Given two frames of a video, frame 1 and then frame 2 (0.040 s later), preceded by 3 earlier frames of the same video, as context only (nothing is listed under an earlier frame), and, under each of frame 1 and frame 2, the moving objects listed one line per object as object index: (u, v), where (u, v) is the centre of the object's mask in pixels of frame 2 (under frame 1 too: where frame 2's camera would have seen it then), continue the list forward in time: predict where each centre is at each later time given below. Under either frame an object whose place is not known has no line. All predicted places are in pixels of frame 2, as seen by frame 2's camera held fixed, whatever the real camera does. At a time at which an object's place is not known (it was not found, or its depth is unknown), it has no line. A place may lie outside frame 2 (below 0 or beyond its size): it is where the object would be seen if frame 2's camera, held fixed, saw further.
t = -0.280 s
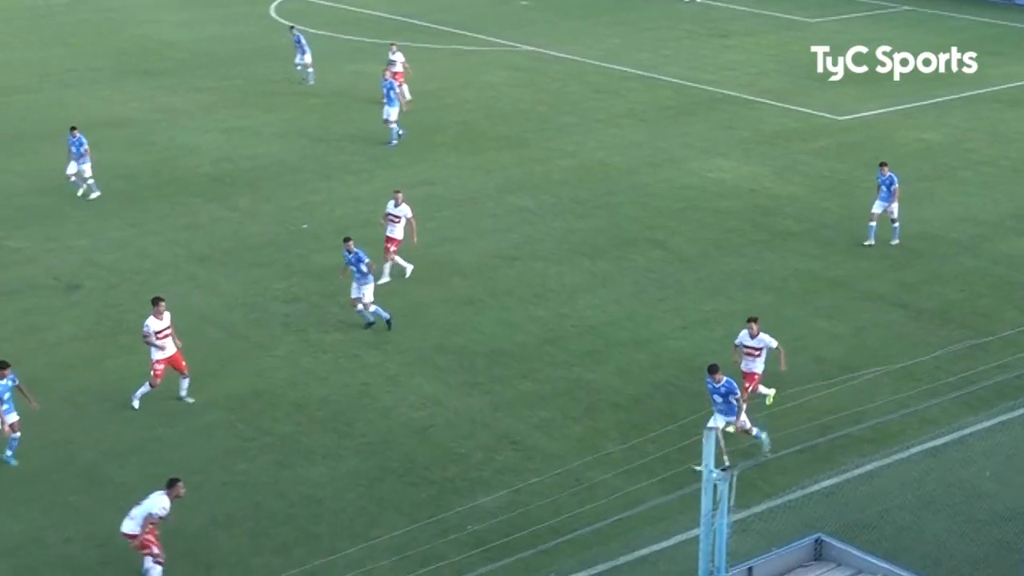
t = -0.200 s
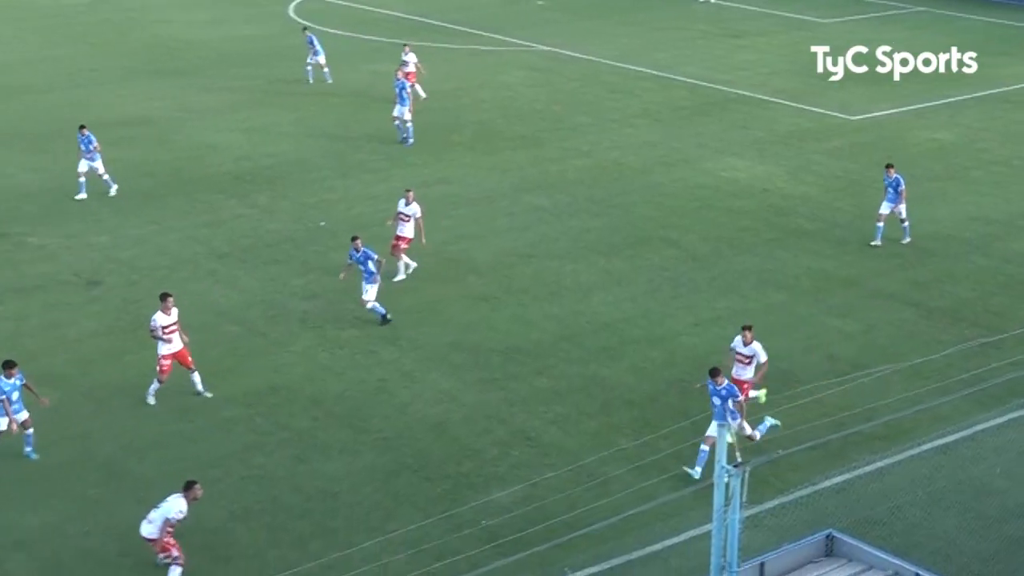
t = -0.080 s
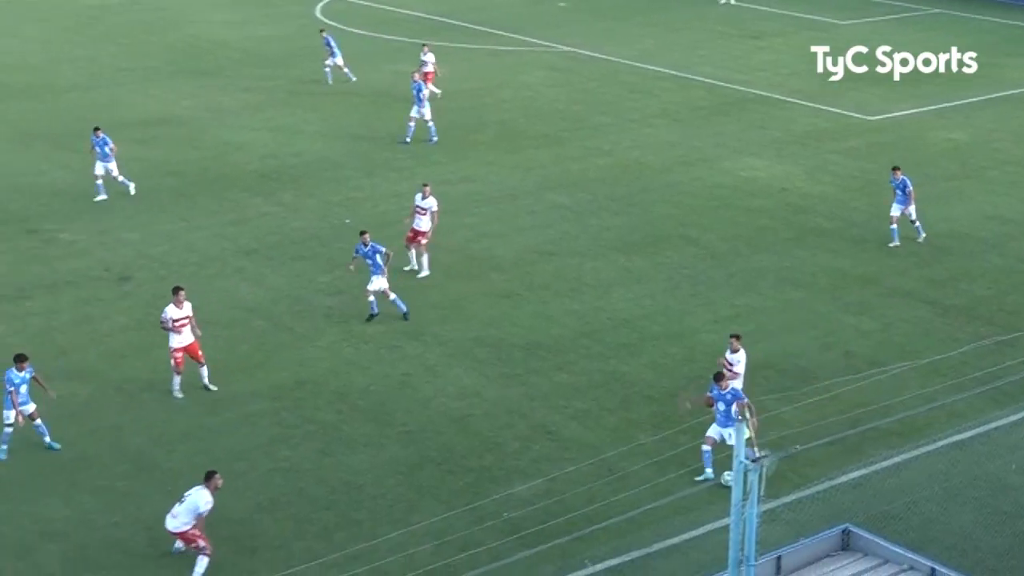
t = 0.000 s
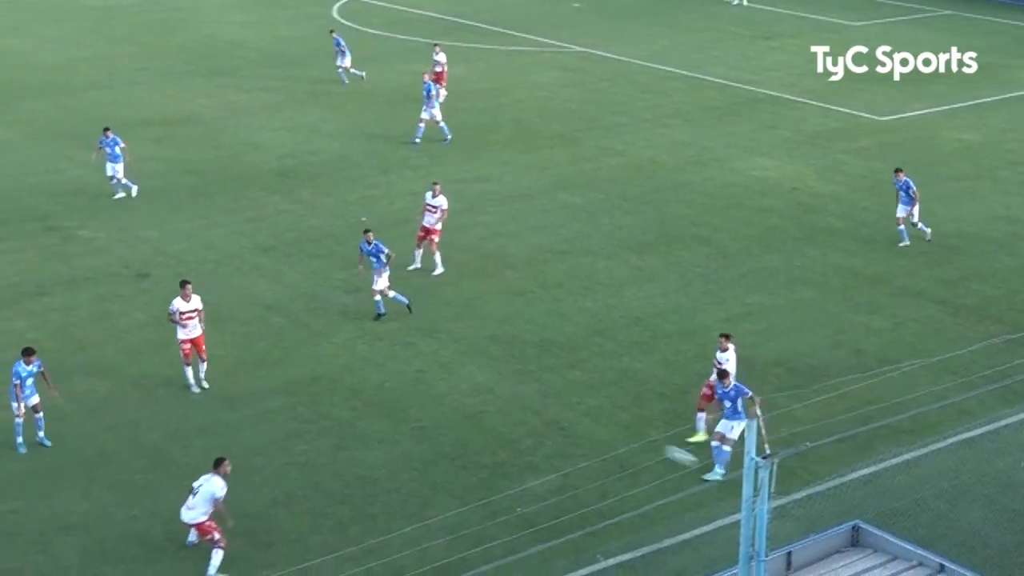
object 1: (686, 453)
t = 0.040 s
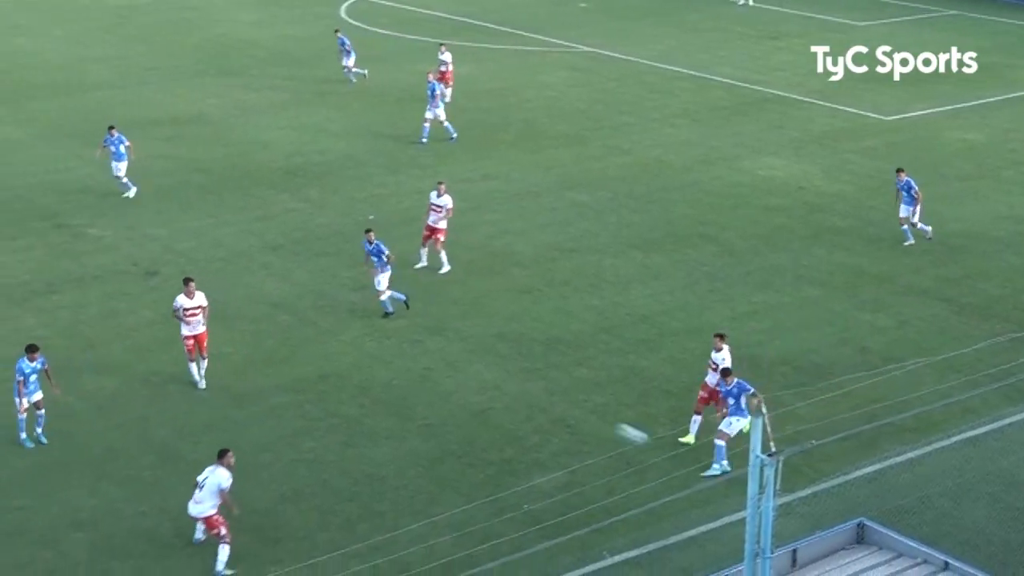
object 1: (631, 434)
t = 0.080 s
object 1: (577, 415)
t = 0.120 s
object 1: (522, 395)
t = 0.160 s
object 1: (468, 377)
